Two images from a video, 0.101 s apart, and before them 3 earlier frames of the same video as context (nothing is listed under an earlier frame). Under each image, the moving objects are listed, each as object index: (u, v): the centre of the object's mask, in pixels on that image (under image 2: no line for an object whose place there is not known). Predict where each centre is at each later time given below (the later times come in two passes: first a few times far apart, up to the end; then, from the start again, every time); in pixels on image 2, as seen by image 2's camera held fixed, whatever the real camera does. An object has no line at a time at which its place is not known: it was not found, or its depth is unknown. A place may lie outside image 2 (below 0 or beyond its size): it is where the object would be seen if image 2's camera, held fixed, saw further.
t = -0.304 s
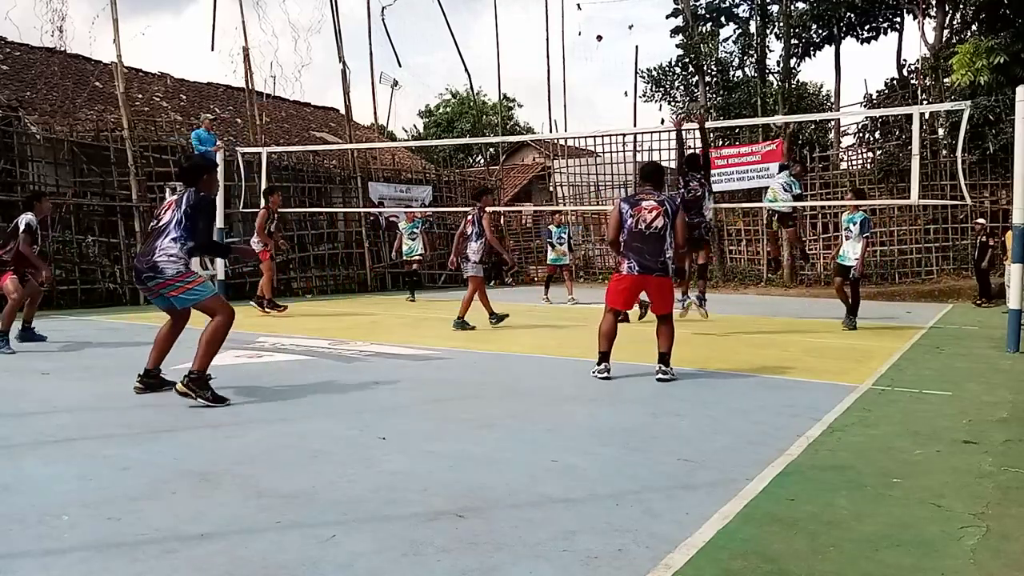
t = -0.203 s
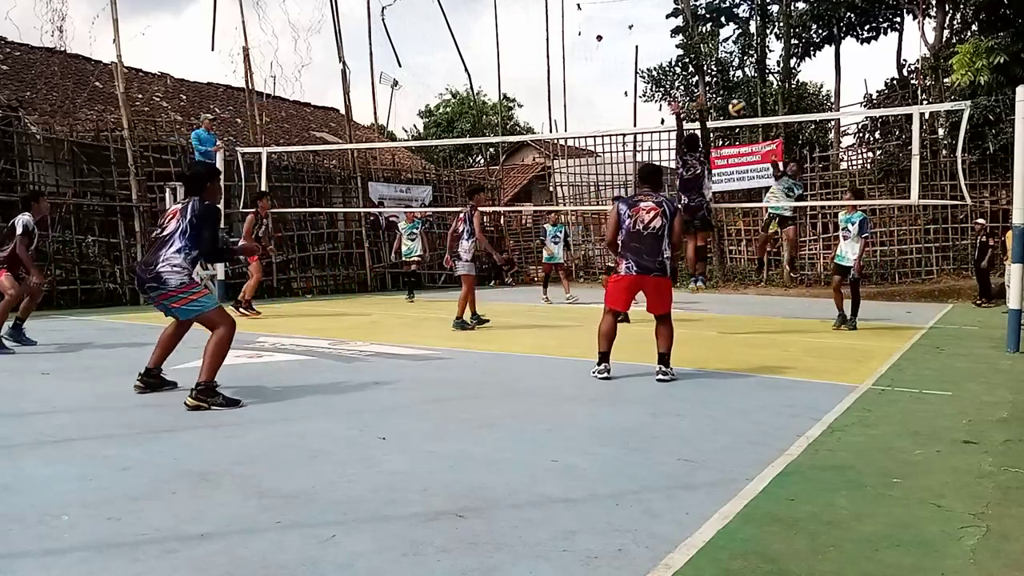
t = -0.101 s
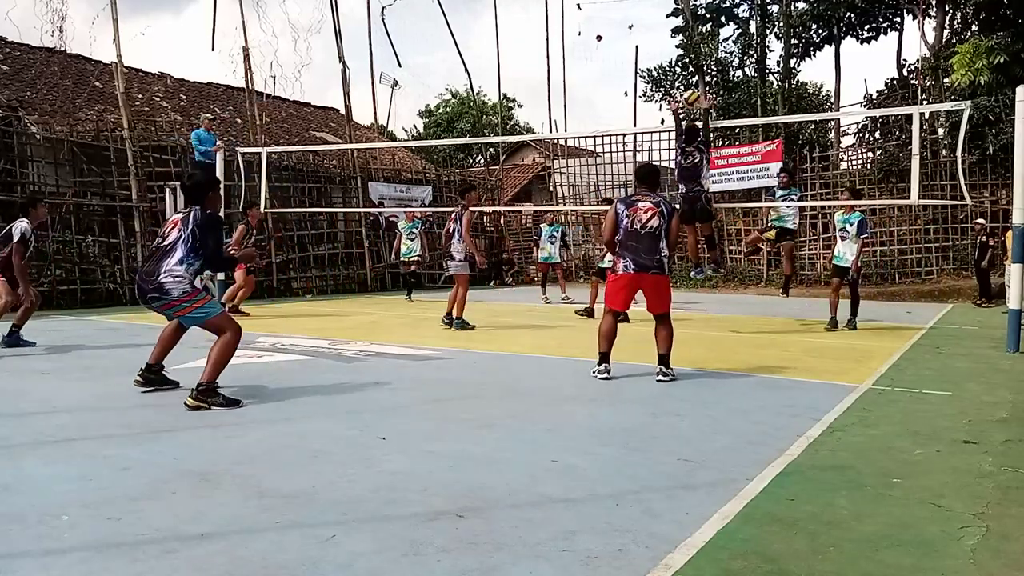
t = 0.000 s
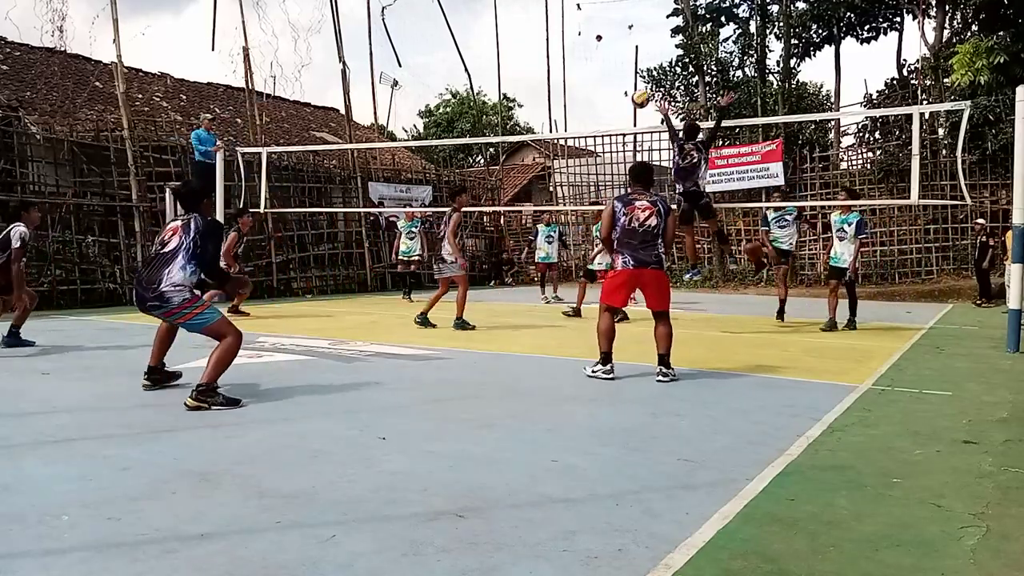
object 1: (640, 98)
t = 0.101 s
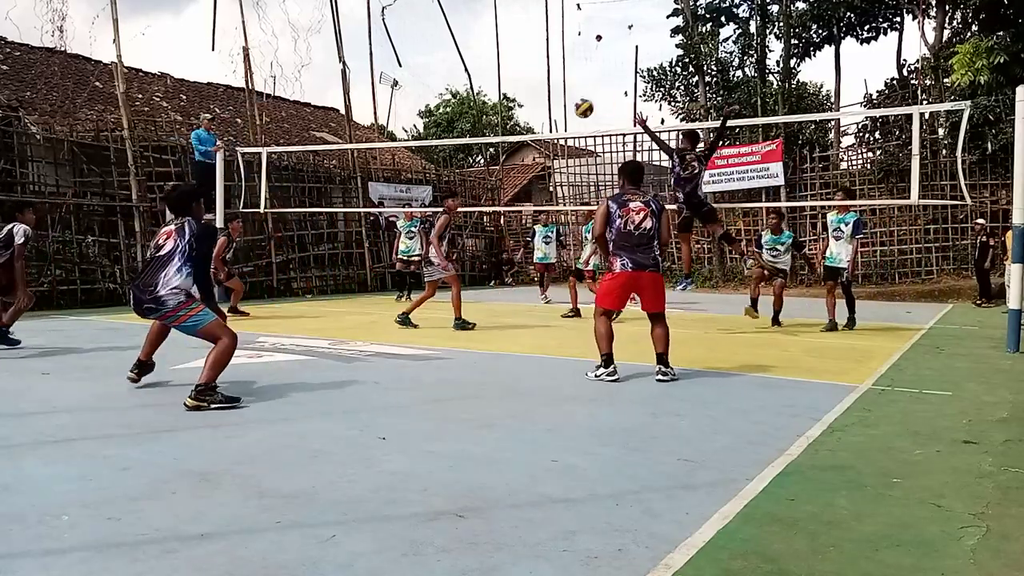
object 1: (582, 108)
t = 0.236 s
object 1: (497, 137)
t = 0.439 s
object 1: (339, 229)
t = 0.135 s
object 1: (563, 113)
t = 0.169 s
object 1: (541, 120)
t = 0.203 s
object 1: (520, 128)
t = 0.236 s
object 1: (497, 137)
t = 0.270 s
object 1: (474, 147)
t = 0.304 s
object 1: (448, 160)
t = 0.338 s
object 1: (423, 174)
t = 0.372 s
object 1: (396, 189)
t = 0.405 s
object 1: (368, 209)
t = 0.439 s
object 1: (339, 229)
